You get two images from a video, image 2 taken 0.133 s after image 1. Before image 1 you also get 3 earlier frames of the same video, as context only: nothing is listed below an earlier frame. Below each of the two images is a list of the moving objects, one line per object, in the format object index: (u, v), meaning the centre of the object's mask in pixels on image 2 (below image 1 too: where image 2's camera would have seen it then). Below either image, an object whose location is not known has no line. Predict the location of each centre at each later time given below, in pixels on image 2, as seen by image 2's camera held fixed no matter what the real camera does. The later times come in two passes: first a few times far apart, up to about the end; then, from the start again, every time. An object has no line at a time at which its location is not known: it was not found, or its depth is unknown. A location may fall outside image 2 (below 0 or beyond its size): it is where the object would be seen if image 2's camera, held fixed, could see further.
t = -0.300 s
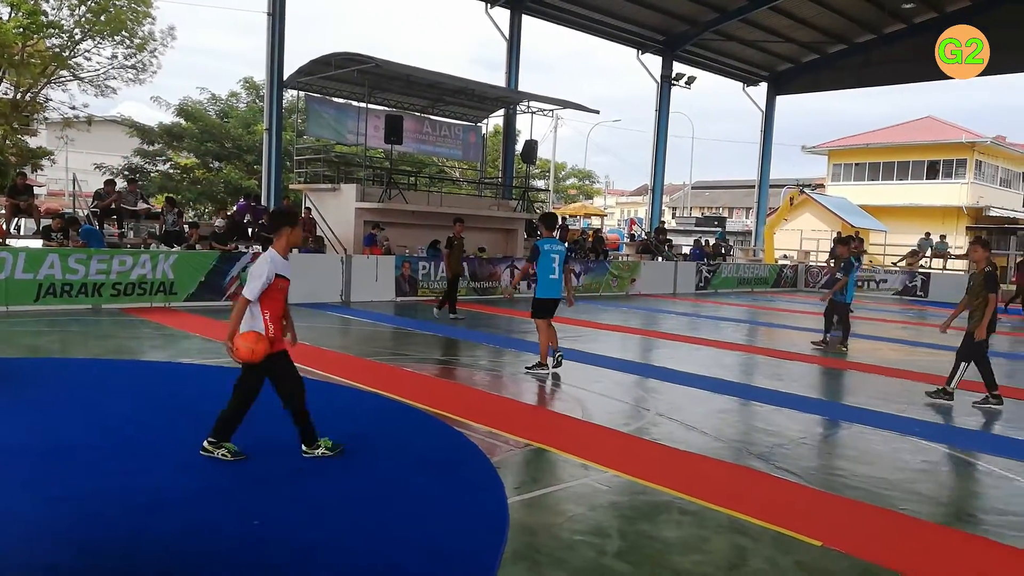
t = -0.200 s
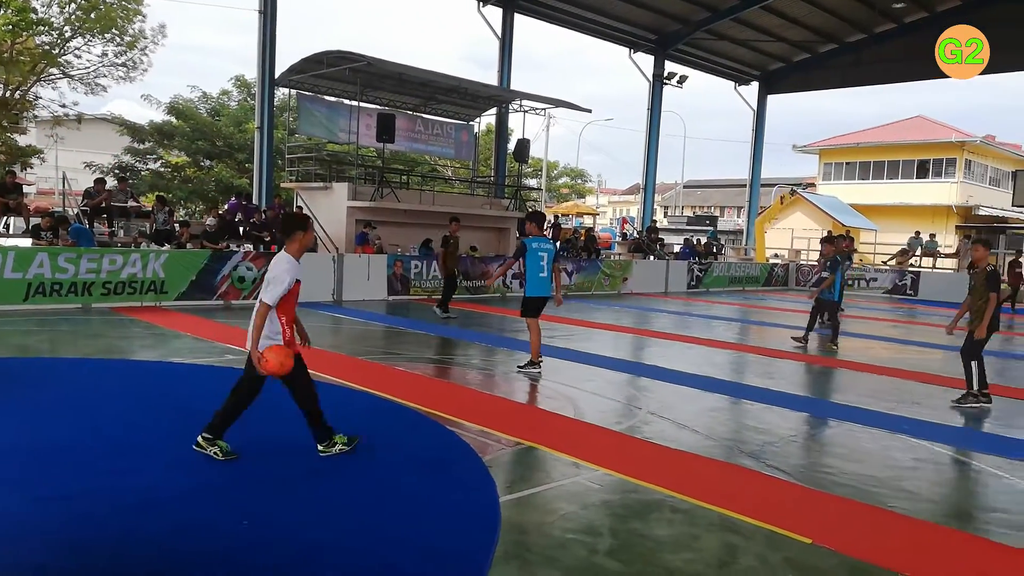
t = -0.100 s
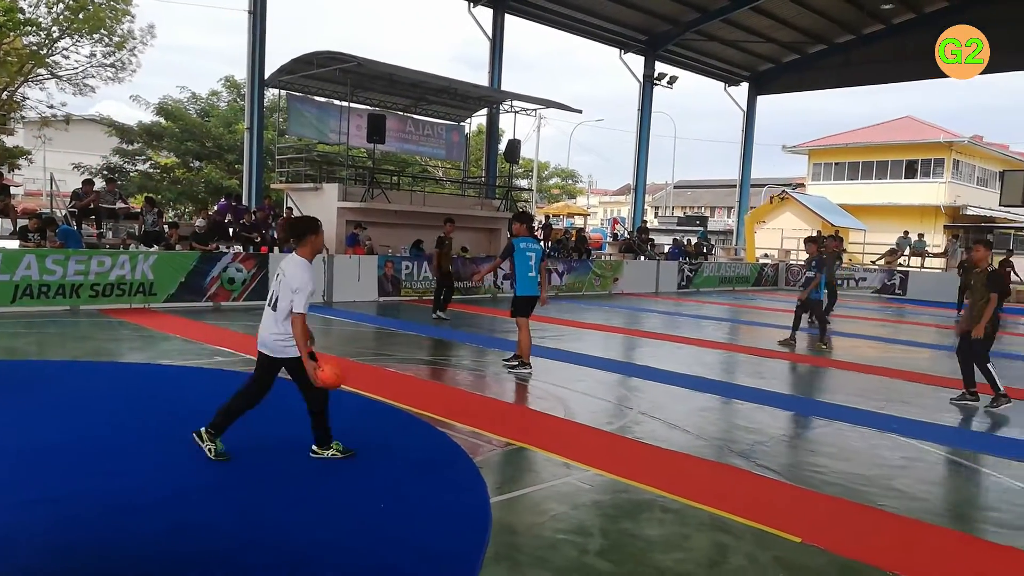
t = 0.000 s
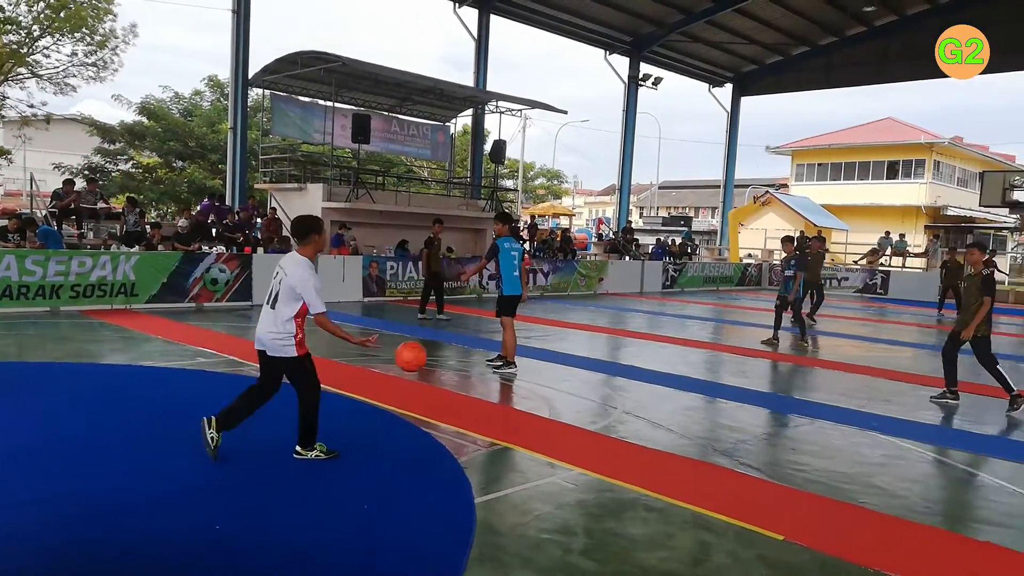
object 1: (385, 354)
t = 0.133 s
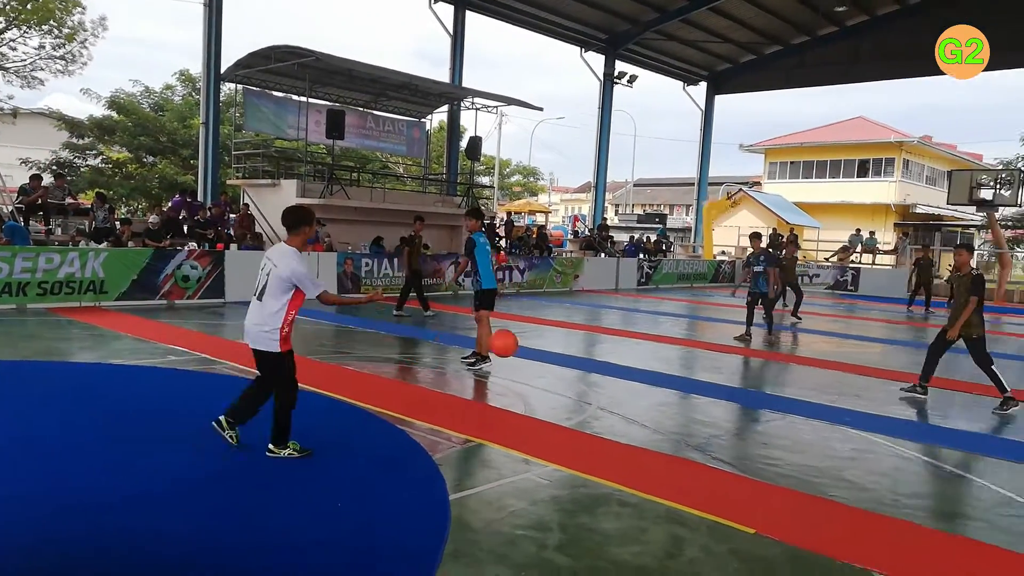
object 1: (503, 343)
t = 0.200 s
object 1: (555, 347)
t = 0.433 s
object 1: (706, 402)
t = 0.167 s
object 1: (530, 345)
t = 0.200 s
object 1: (555, 347)
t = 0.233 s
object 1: (579, 352)
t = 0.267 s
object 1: (602, 357)
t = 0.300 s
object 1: (624, 364)
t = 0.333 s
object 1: (646, 372)
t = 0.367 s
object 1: (667, 381)
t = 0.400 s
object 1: (687, 392)
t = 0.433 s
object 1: (706, 402)
